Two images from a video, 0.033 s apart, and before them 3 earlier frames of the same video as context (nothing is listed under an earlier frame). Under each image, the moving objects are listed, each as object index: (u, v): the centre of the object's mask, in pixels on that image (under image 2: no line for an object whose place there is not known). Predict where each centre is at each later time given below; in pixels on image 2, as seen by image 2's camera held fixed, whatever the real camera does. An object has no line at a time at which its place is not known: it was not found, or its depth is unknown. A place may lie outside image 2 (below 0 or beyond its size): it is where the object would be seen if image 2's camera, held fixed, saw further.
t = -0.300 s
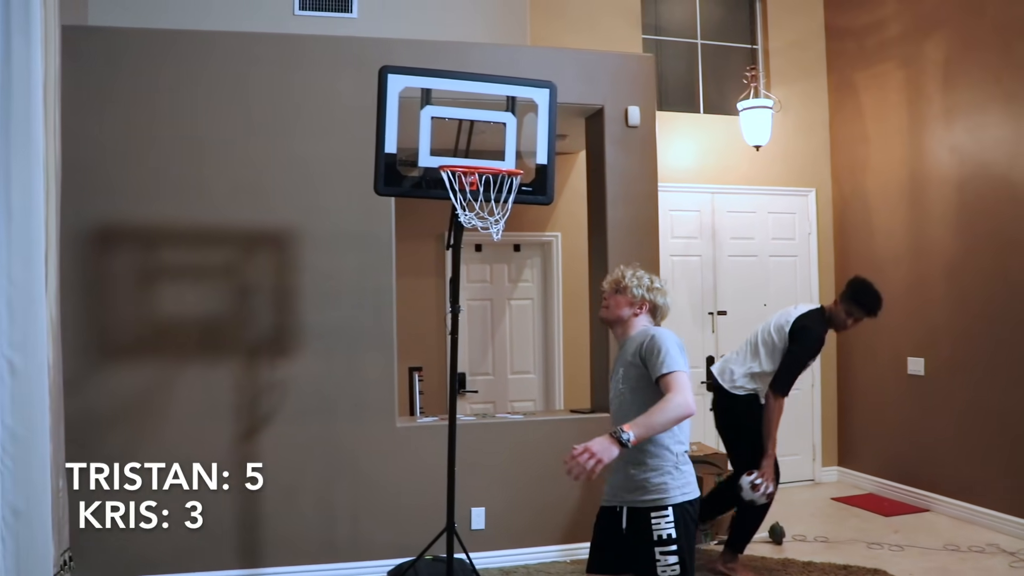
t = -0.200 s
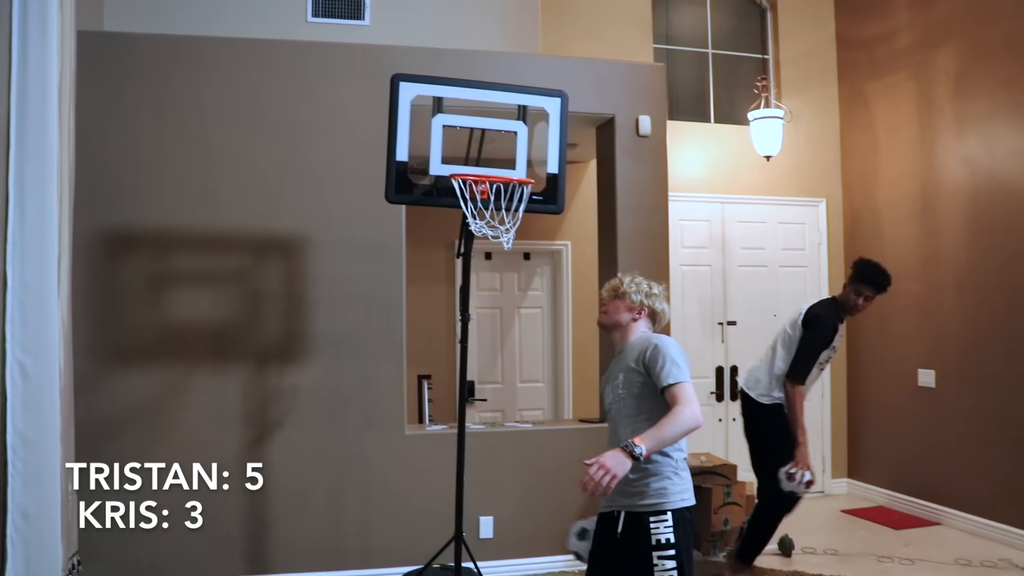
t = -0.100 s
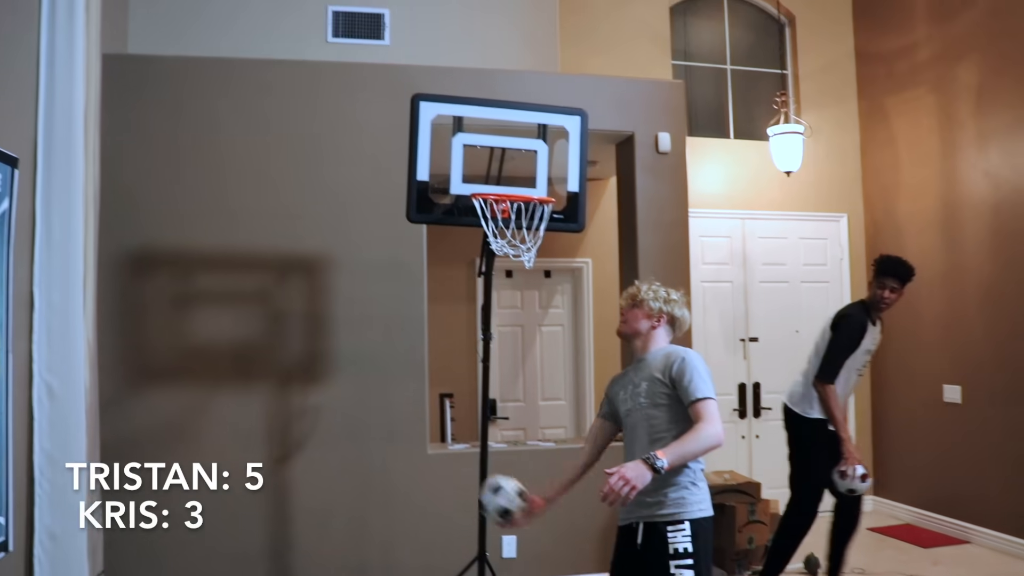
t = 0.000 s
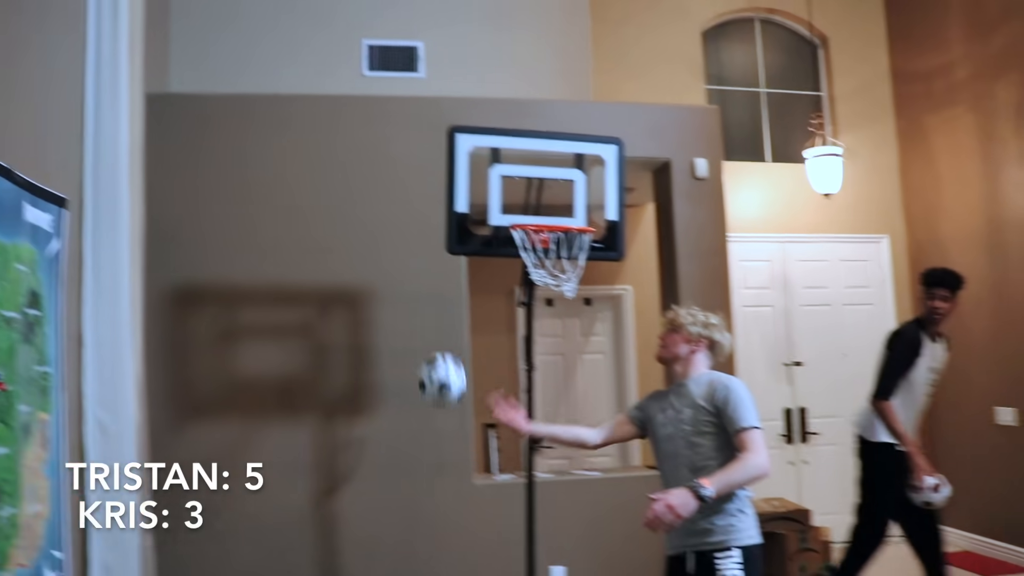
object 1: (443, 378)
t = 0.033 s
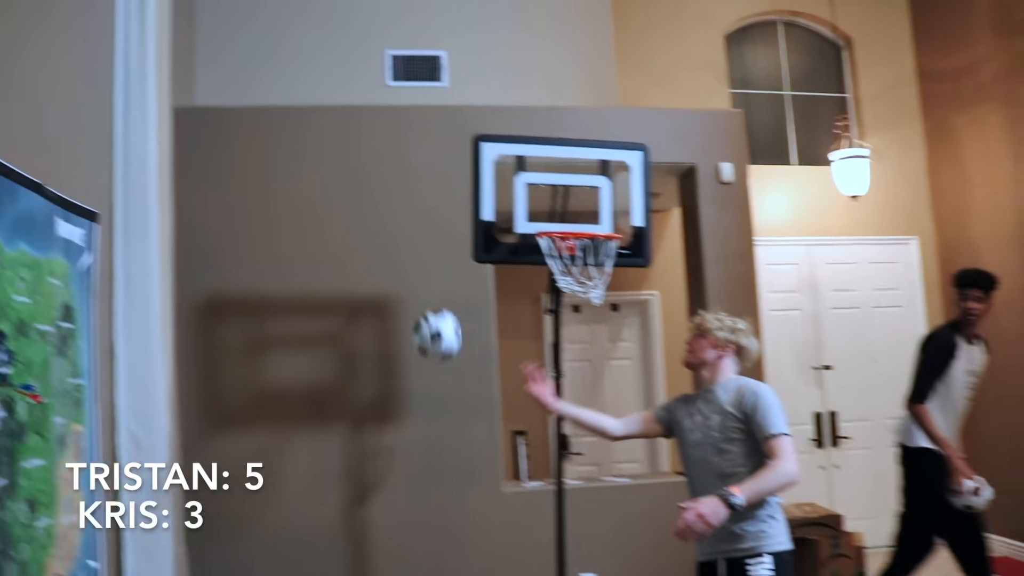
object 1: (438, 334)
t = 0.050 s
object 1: (421, 308)
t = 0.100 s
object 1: (374, 235)
